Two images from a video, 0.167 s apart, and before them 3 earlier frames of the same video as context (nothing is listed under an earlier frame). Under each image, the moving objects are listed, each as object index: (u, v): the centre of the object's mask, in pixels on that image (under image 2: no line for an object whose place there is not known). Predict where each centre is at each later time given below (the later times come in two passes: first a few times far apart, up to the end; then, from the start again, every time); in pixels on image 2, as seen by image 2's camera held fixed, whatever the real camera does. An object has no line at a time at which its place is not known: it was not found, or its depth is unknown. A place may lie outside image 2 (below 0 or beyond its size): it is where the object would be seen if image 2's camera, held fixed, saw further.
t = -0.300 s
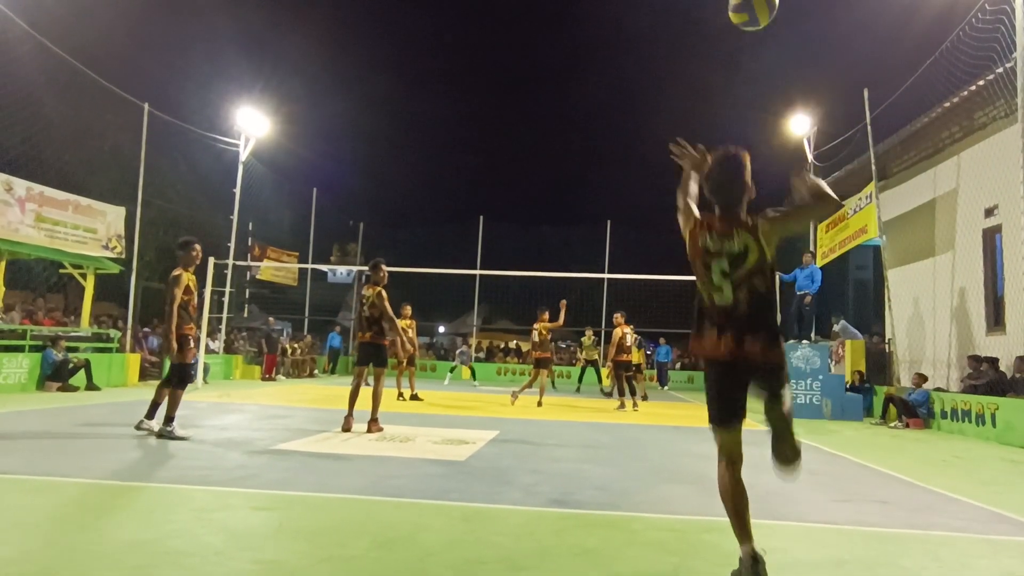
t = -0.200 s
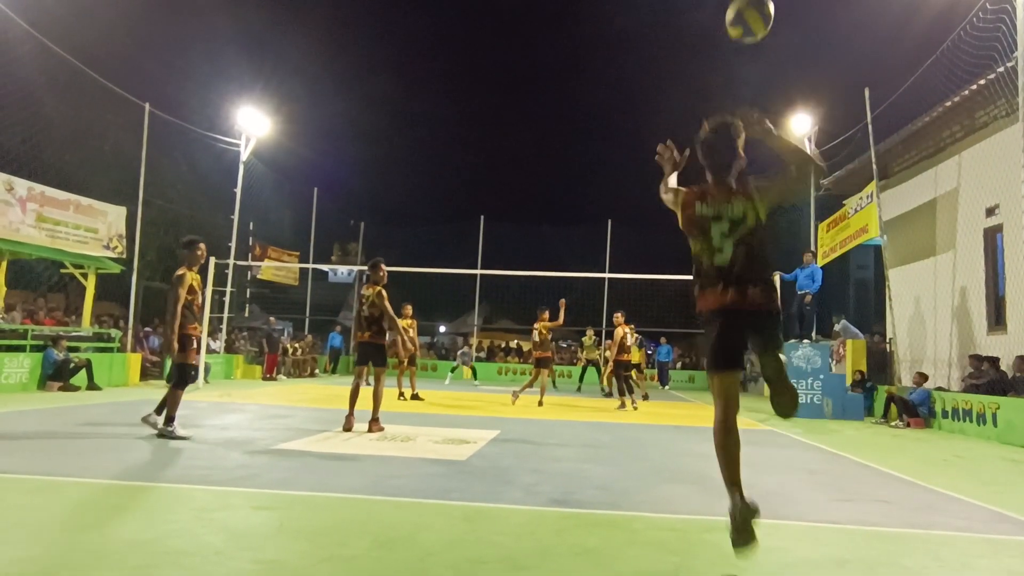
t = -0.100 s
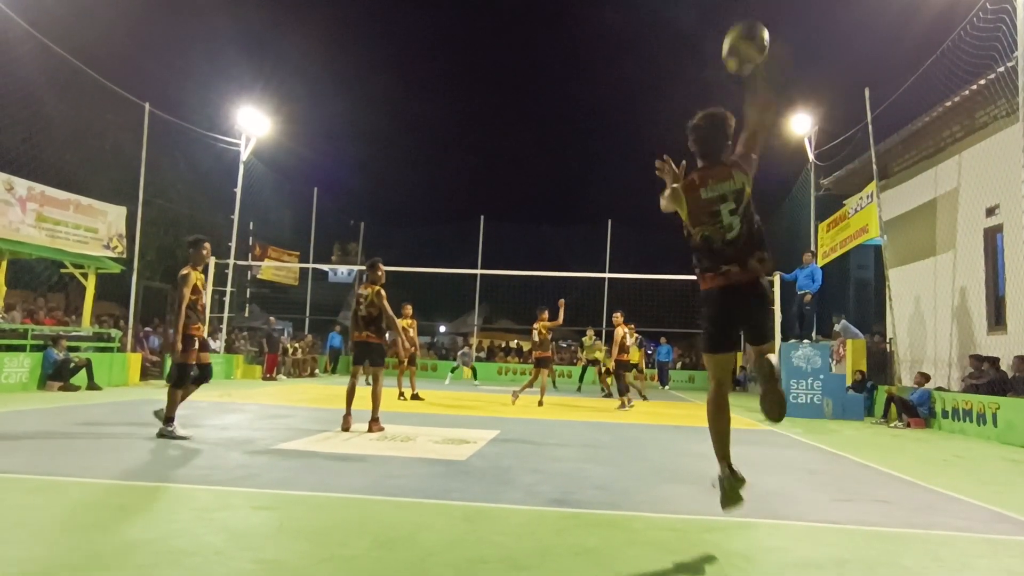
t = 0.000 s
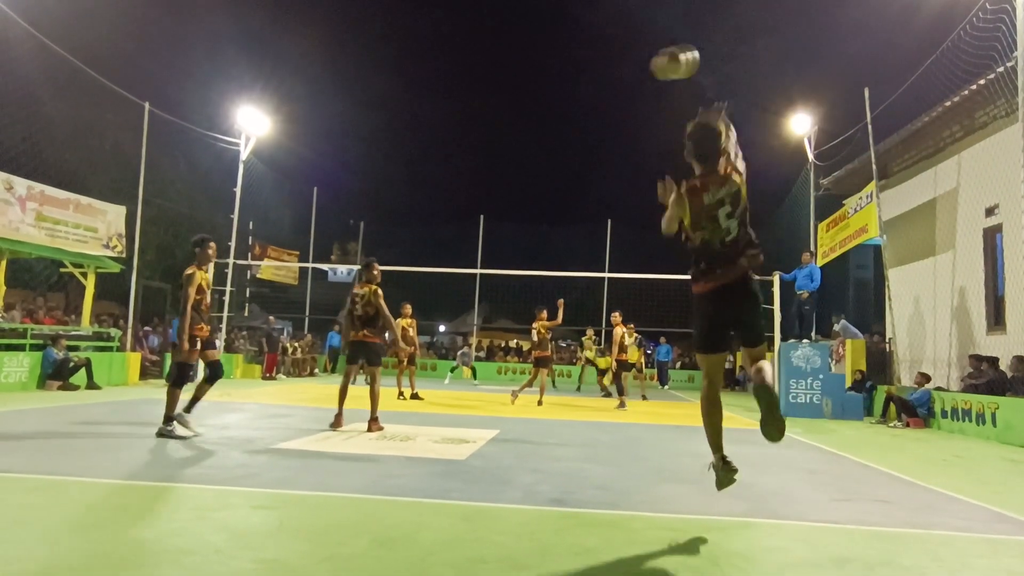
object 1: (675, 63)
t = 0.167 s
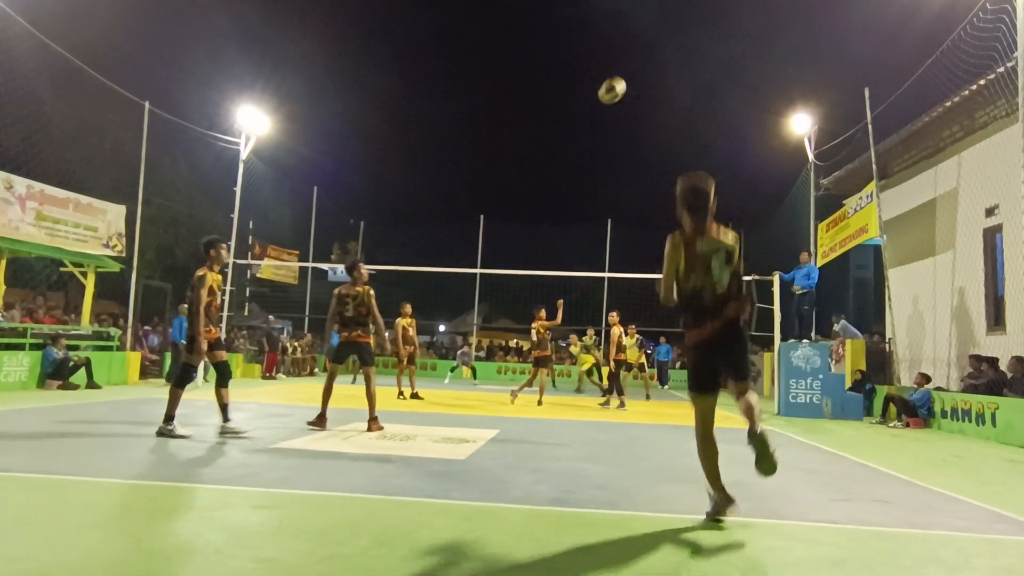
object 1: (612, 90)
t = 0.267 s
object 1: (594, 111)
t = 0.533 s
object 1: (563, 175)
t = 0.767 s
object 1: (546, 234)
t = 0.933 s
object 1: (536, 278)
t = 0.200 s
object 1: (605, 98)
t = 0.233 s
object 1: (599, 104)
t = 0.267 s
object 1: (594, 111)
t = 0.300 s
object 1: (589, 119)
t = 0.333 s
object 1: (584, 127)
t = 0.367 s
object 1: (580, 134)
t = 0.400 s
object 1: (576, 142)
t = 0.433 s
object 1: (572, 150)
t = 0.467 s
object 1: (569, 159)
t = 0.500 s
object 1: (566, 167)
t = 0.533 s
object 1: (563, 175)
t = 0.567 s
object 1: (560, 184)
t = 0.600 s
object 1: (558, 192)
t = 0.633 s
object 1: (555, 200)
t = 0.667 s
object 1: (553, 209)
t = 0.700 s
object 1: (551, 218)
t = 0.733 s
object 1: (549, 226)
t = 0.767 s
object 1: (546, 234)
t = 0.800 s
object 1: (544, 243)
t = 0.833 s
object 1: (542, 251)
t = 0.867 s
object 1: (540, 259)
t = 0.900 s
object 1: (539, 266)
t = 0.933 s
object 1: (536, 278)
